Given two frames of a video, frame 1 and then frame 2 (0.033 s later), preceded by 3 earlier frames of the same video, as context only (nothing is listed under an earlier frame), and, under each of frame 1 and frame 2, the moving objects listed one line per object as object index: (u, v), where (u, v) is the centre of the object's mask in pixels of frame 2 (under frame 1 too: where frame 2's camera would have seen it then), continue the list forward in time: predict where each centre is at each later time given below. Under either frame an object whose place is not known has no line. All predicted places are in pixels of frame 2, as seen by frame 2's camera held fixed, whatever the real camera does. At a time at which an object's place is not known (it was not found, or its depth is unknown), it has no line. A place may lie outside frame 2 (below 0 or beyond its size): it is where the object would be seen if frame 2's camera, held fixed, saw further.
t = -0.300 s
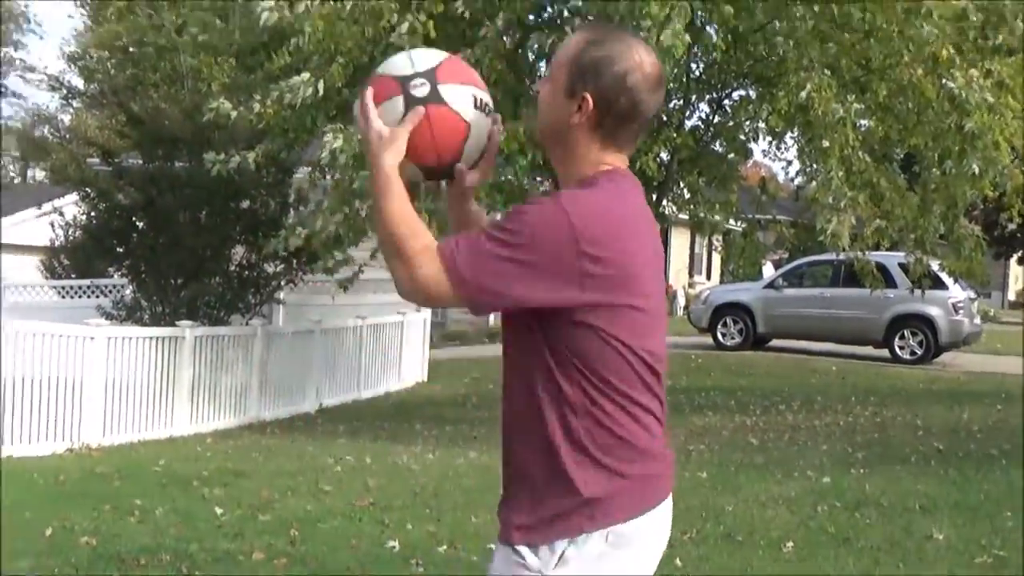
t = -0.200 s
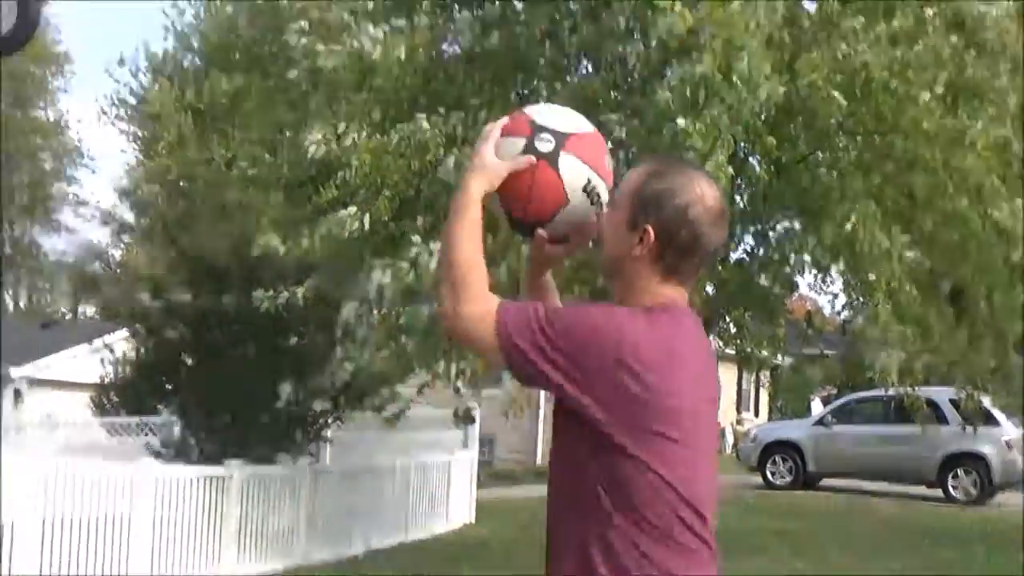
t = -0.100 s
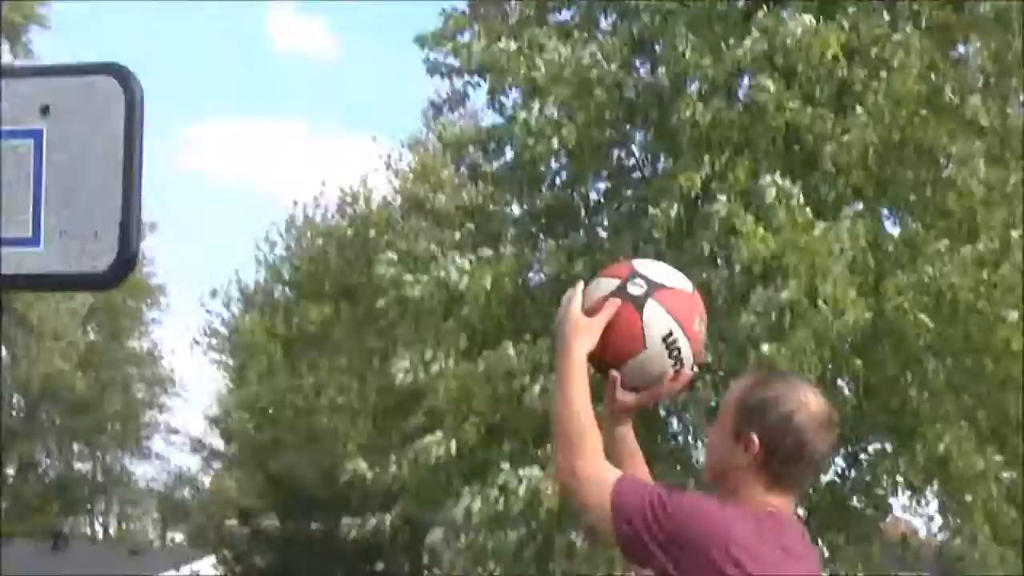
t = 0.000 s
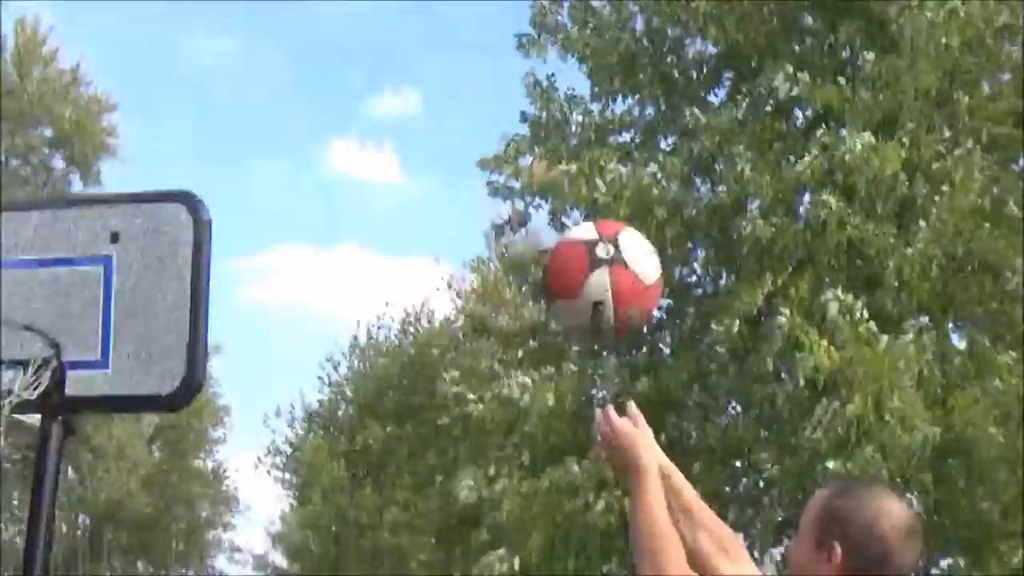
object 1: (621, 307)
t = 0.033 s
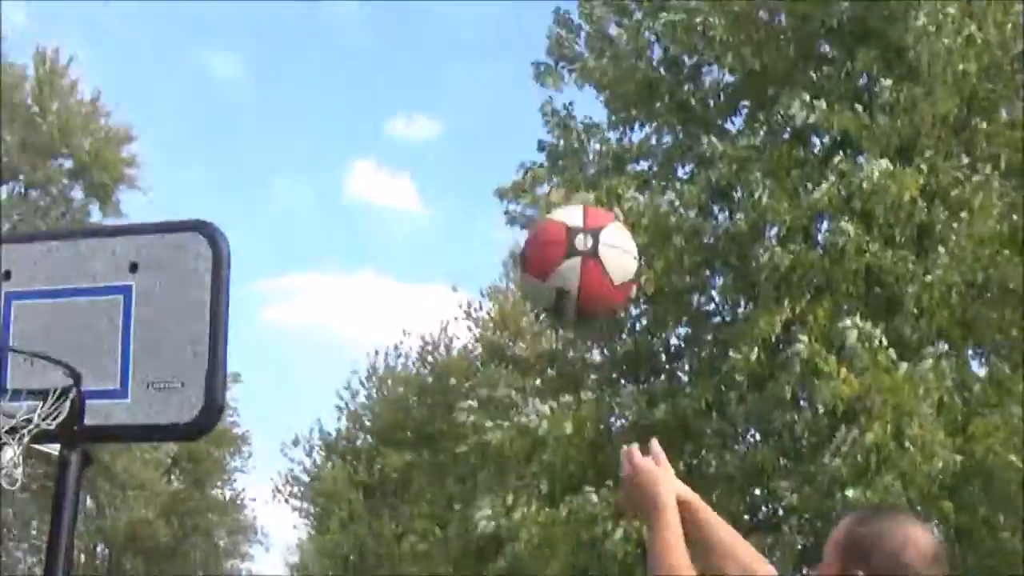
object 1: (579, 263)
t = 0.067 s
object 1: (543, 227)
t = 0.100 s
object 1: (505, 196)
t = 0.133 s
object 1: (470, 172)
